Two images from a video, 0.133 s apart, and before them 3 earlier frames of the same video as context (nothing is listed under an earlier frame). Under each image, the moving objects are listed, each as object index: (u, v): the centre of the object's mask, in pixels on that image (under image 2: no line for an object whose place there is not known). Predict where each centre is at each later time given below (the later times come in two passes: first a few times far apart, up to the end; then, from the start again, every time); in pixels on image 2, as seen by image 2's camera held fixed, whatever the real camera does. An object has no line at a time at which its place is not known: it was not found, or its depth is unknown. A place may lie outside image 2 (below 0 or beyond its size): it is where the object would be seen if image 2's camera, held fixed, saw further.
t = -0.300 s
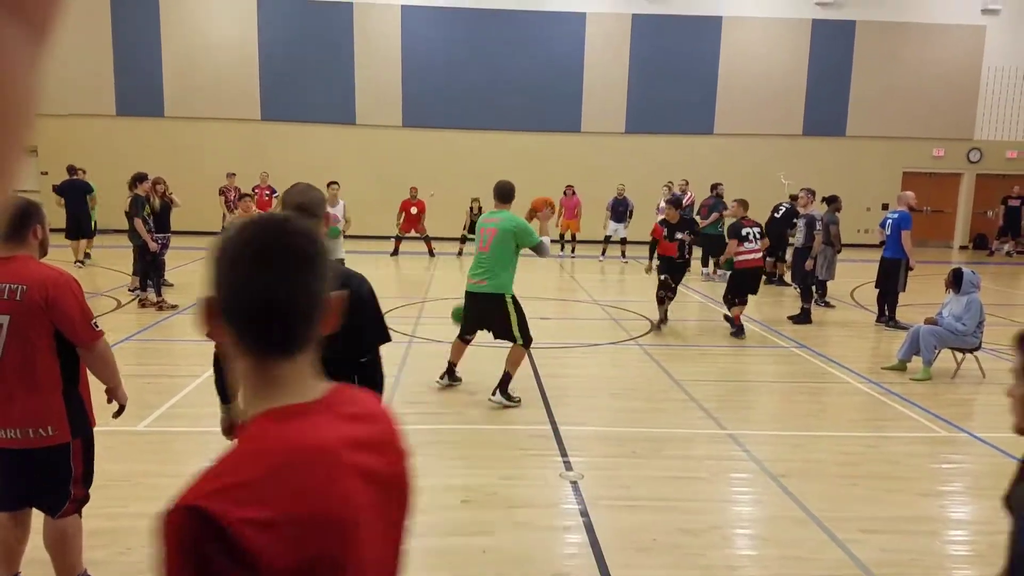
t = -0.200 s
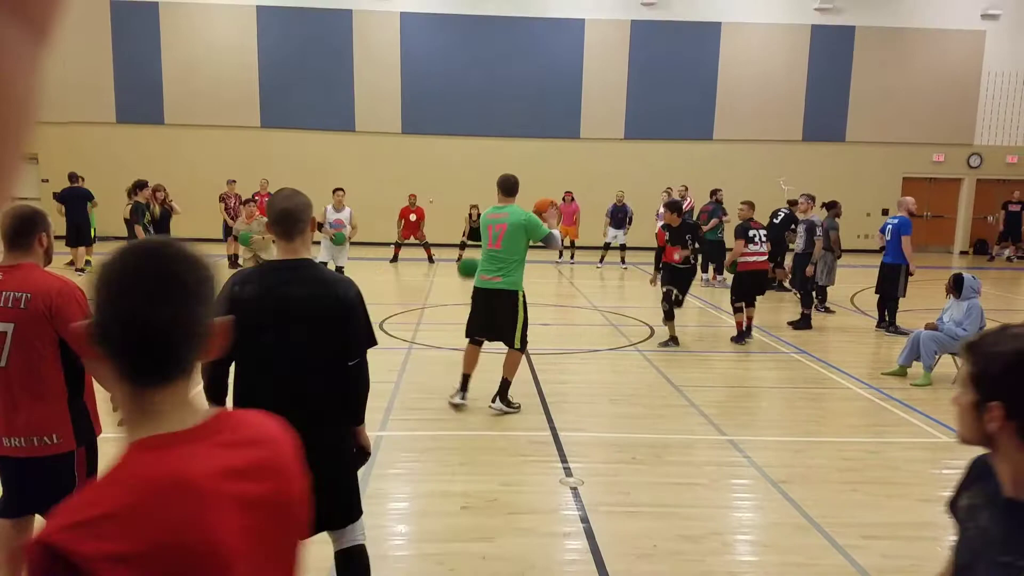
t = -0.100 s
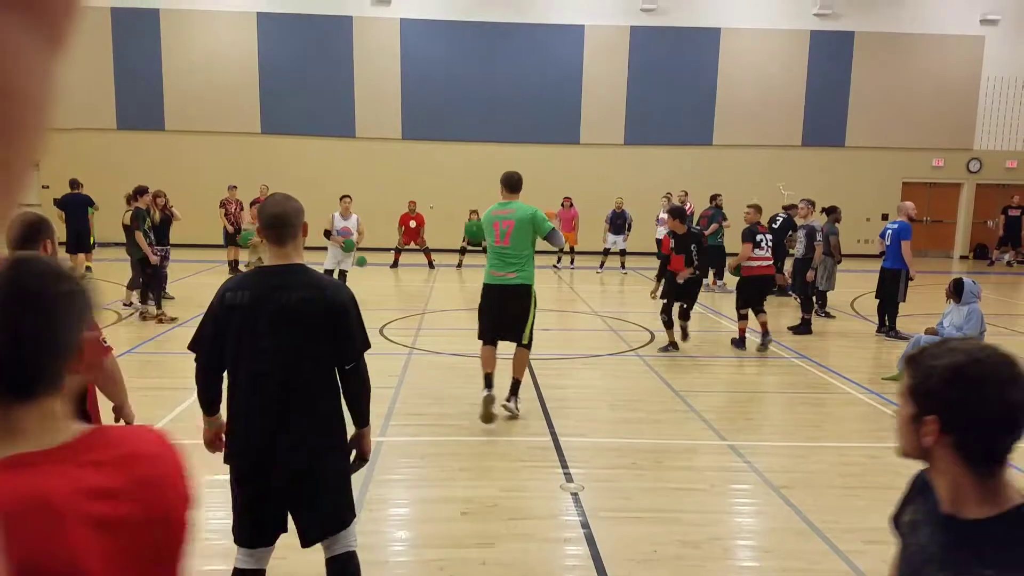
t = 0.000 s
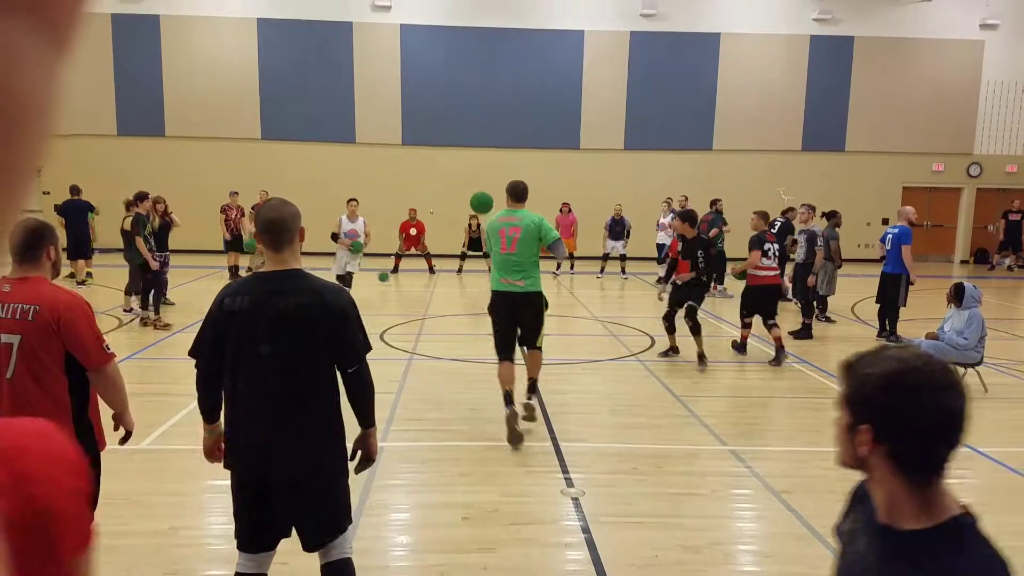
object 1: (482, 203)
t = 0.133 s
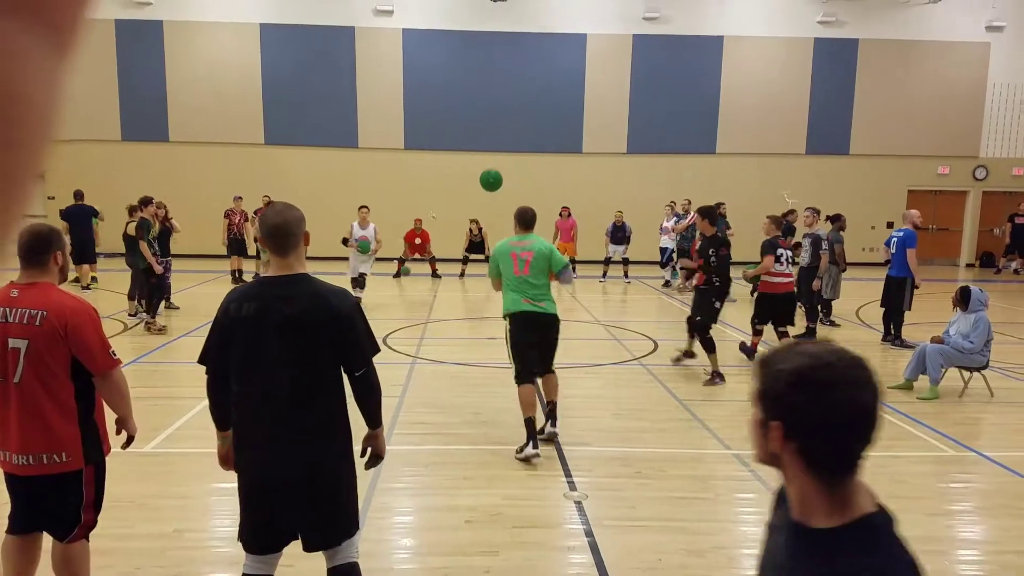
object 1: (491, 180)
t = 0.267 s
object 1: (497, 171)
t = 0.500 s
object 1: (509, 199)
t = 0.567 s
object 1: (511, 216)
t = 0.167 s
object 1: (493, 176)
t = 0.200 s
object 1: (494, 173)
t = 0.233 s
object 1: (496, 171)
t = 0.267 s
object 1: (497, 171)
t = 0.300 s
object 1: (499, 172)
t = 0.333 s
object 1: (501, 173)
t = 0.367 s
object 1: (502, 176)
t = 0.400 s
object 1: (504, 181)
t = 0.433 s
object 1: (506, 186)
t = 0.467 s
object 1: (507, 192)
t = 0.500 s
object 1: (509, 199)
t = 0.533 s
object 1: (510, 207)
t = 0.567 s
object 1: (511, 216)
